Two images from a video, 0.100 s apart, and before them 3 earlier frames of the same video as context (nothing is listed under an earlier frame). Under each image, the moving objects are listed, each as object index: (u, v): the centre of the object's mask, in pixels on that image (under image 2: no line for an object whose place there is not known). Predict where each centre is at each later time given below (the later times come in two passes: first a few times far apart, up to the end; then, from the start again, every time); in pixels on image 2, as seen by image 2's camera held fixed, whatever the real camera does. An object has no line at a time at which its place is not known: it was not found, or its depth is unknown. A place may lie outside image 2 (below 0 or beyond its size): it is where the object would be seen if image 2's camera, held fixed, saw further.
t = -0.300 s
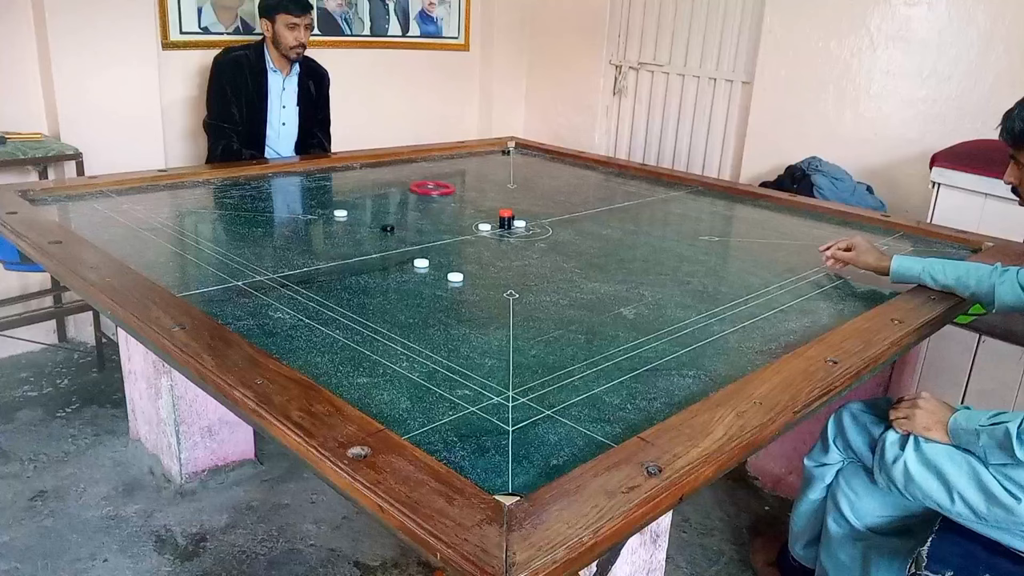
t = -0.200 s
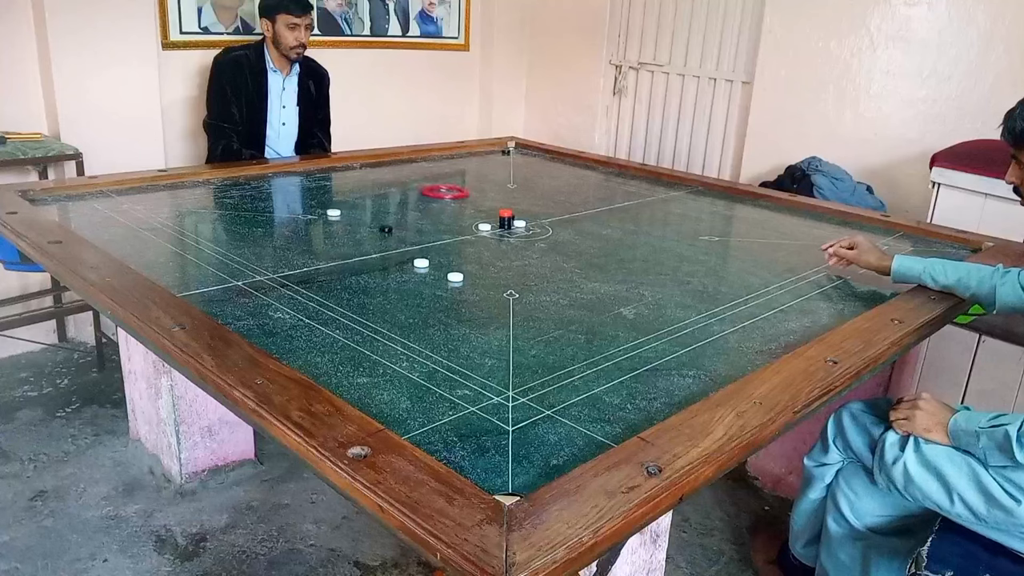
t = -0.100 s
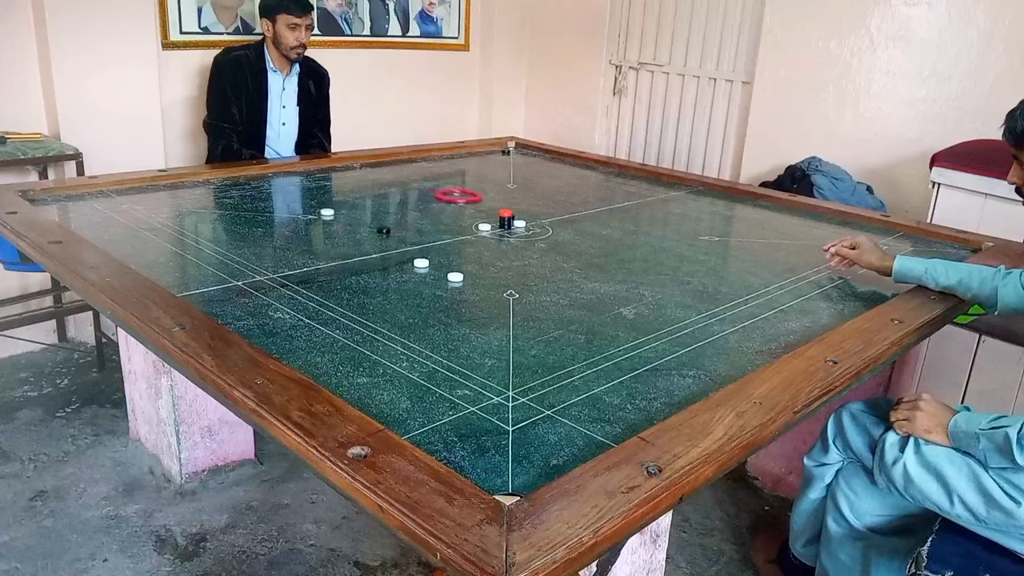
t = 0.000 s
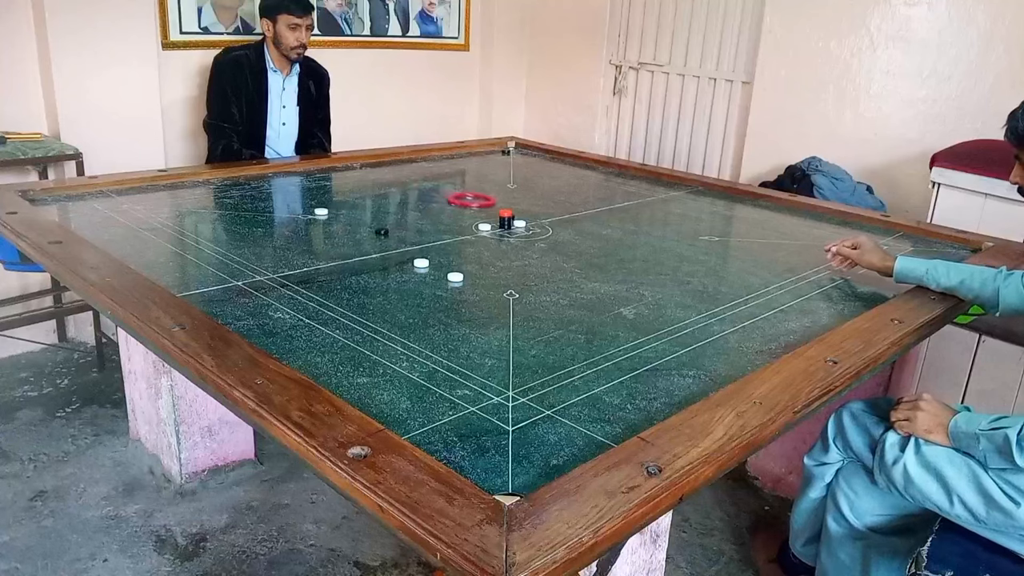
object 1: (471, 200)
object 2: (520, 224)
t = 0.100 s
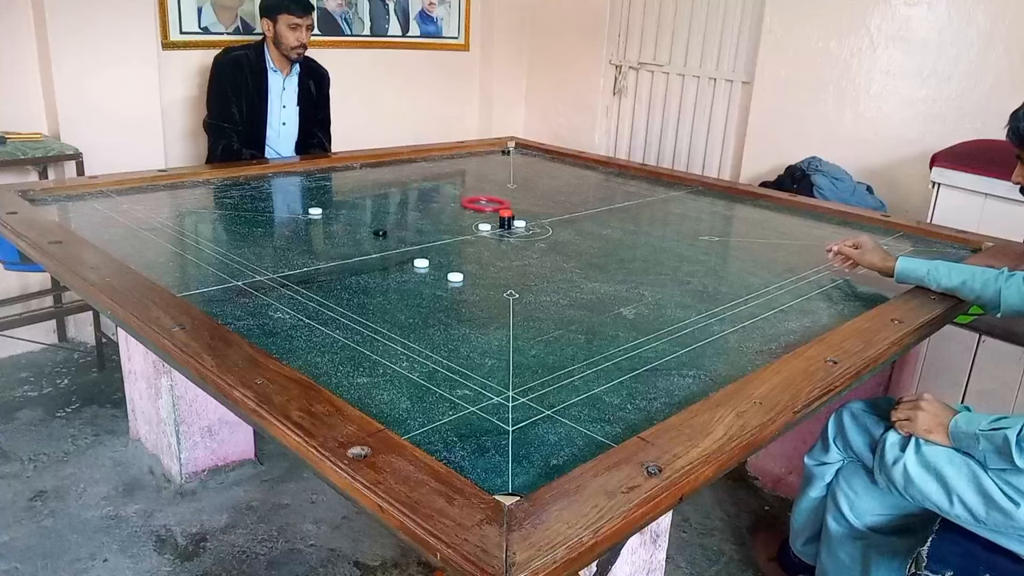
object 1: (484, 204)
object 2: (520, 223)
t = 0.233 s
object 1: (504, 209)
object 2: (520, 223)
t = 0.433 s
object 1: (533, 216)
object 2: (527, 229)
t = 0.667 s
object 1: (562, 224)
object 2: (542, 241)
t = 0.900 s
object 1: (595, 232)
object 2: (558, 251)
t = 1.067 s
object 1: (619, 237)
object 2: (569, 258)
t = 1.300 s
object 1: (652, 245)
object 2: (587, 269)
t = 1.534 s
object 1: (687, 253)
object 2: (600, 279)
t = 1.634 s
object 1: (702, 256)
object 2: (607, 284)
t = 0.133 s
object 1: (488, 205)
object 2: (520, 224)
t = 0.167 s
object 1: (494, 206)
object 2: (520, 224)
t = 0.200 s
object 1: (498, 207)
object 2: (520, 223)
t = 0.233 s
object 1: (504, 209)
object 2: (520, 223)
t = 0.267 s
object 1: (508, 210)
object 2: (520, 223)
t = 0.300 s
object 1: (514, 211)
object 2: (520, 223)
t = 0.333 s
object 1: (519, 212)
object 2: (521, 224)
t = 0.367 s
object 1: (527, 213)
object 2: (523, 226)
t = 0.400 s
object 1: (530, 215)
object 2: (525, 227)
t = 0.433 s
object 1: (533, 216)
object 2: (527, 229)
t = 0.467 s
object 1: (536, 217)
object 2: (530, 231)
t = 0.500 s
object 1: (541, 218)
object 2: (532, 232)
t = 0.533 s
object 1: (544, 220)
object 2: (534, 233)
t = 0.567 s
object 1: (549, 221)
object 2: (536, 234)
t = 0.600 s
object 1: (553, 222)
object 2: (538, 237)
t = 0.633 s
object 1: (558, 223)
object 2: (540, 240)
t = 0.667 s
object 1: (562, 224)
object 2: (542, 241)
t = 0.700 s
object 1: (567, 225)
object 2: (544, 242)
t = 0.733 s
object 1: (572, 226)
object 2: (547, 244)
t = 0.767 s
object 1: (577, 227)
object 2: (549, 245)
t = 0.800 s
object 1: (580, 228)
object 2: (551, 246)
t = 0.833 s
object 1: (586, 229)
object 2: (553, 248)
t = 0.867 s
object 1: (590, 230)
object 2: (555, 249)
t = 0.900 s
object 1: (595, 232)
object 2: (558, 251)
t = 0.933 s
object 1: (599, 233)
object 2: (560, 253)
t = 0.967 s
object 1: (605, 234)
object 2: (562, 254)
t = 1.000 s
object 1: (609, 235)
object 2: (564, 255)
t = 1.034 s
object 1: (614, 236)
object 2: (566, 257)
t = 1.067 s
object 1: (619, 237)
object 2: (569, 258)
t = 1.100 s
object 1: (624, 239)
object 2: (571, 260)
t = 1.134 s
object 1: (629, 240)
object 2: (573, 261)
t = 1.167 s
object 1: (634, 241)
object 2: (575, 263)
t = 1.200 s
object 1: (638, 242)
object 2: (578, 264)
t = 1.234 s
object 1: (643, 243)
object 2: (579, 266)
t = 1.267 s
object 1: (648, 244)
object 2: (582, 267)
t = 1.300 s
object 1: (652, 245)
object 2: (587, 269)
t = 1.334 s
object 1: (657, 246)
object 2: (588, 271)
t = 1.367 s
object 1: (662, 247)
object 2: (590, 272)
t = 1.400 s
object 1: (667, 248)
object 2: (592, 273)
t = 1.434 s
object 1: (672, 249)
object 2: (594, 274)
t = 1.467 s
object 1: (677, 251)
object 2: (596, 276)
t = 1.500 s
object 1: (682, 252)
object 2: (598, 277)
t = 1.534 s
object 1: (687, 253)
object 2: (600, 279)
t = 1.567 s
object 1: (692, 254)
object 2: (602, 281)
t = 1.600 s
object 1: (697, 255)
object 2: (604, 282)
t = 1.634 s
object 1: (702, 256)
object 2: (607, 284)
